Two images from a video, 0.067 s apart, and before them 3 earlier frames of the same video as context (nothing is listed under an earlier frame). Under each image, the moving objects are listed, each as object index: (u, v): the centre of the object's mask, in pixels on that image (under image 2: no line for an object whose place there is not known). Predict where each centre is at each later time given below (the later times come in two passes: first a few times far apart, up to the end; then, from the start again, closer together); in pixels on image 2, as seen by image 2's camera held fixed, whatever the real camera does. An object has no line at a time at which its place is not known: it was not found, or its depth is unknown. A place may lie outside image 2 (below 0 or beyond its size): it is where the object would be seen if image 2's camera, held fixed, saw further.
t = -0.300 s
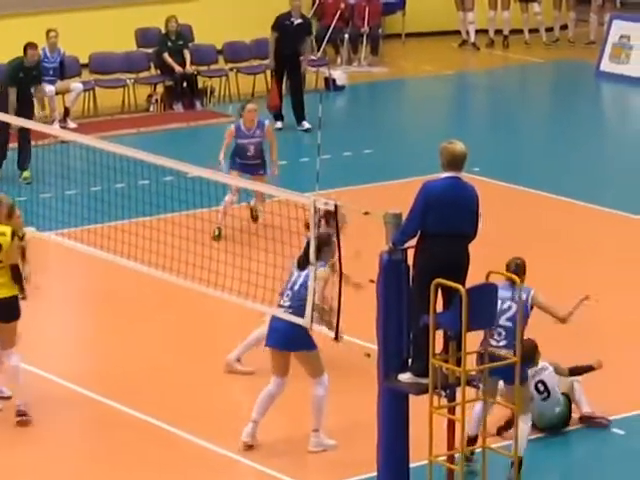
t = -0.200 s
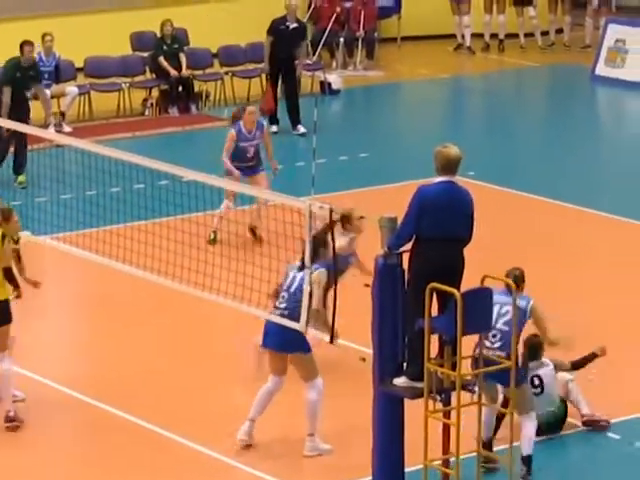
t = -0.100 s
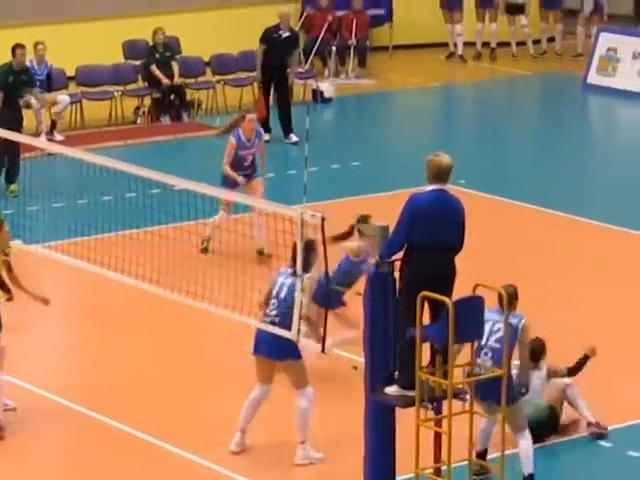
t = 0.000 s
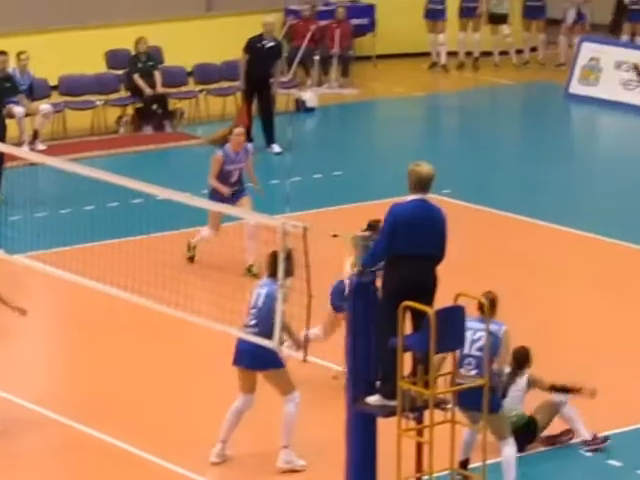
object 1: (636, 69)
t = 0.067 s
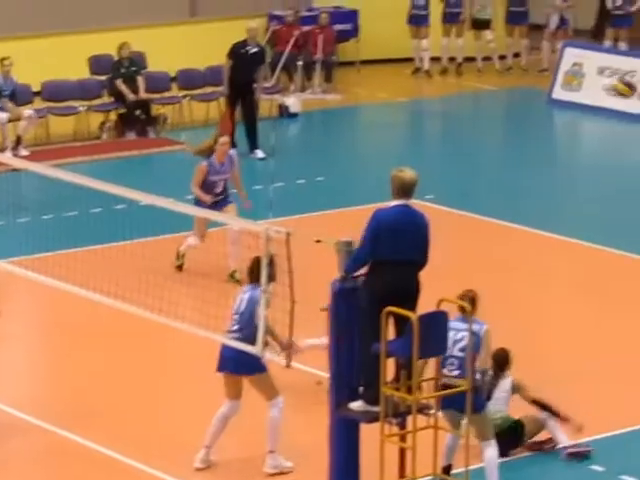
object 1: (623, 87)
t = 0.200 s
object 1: (621, 124)
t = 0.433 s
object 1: (608, 242)
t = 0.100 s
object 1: (624, 95)
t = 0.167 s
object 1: (620, 114)
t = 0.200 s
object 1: (621, 124)
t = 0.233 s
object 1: (618, 142)
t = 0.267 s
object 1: (616, 154)
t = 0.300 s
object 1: (616, 168)
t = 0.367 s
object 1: (611, 204)
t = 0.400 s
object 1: (608, 224)
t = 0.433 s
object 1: (608, 242)
